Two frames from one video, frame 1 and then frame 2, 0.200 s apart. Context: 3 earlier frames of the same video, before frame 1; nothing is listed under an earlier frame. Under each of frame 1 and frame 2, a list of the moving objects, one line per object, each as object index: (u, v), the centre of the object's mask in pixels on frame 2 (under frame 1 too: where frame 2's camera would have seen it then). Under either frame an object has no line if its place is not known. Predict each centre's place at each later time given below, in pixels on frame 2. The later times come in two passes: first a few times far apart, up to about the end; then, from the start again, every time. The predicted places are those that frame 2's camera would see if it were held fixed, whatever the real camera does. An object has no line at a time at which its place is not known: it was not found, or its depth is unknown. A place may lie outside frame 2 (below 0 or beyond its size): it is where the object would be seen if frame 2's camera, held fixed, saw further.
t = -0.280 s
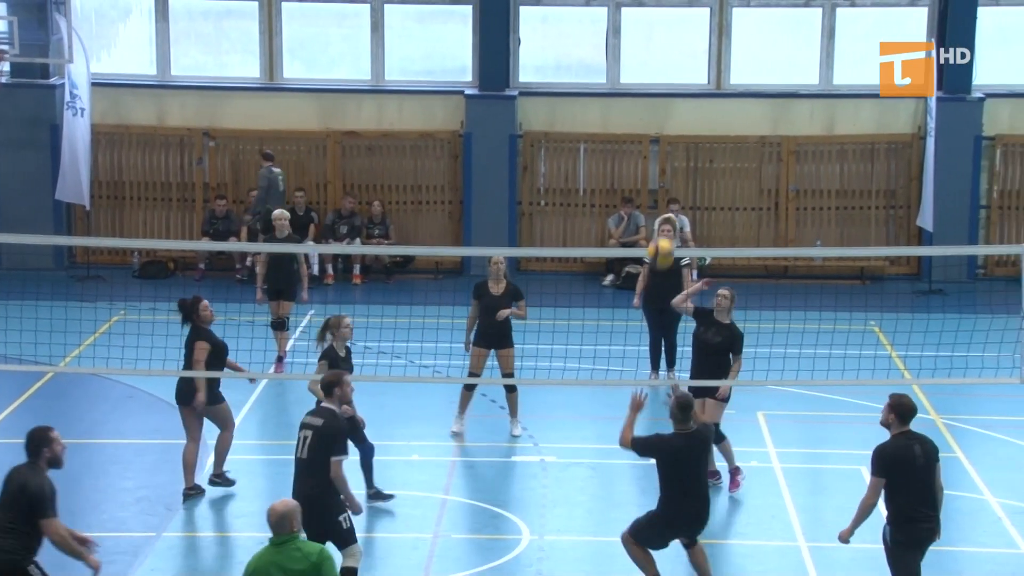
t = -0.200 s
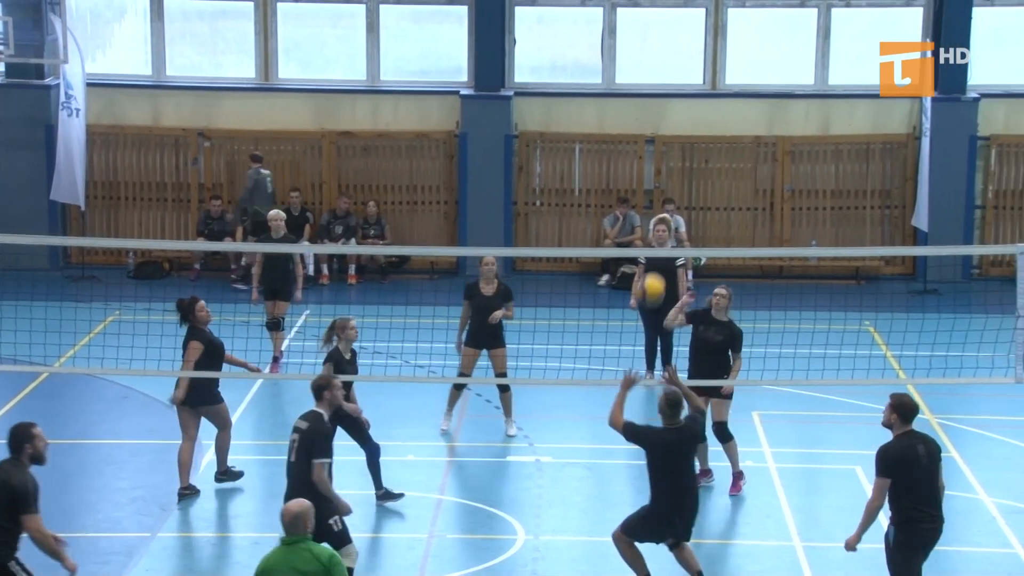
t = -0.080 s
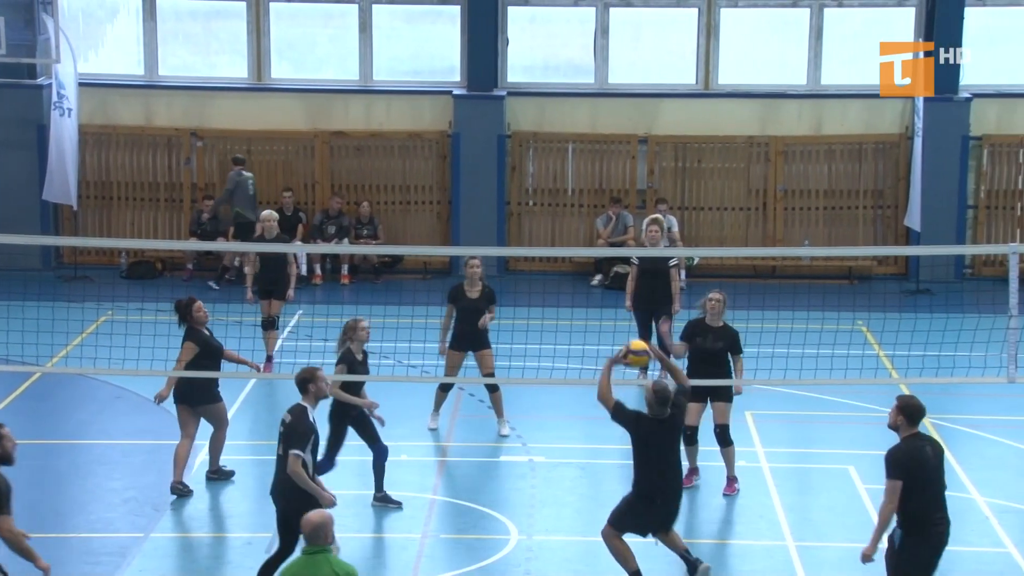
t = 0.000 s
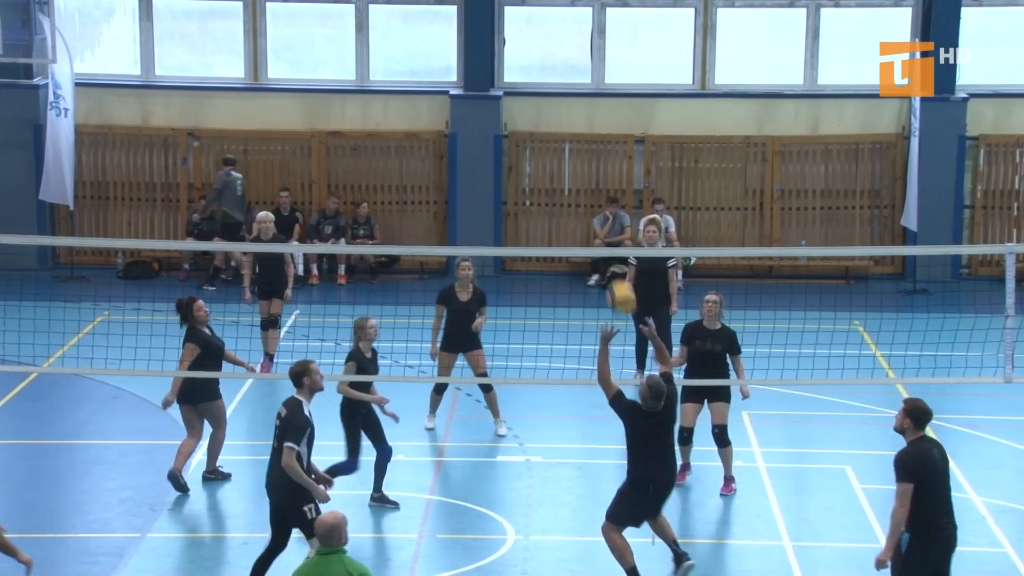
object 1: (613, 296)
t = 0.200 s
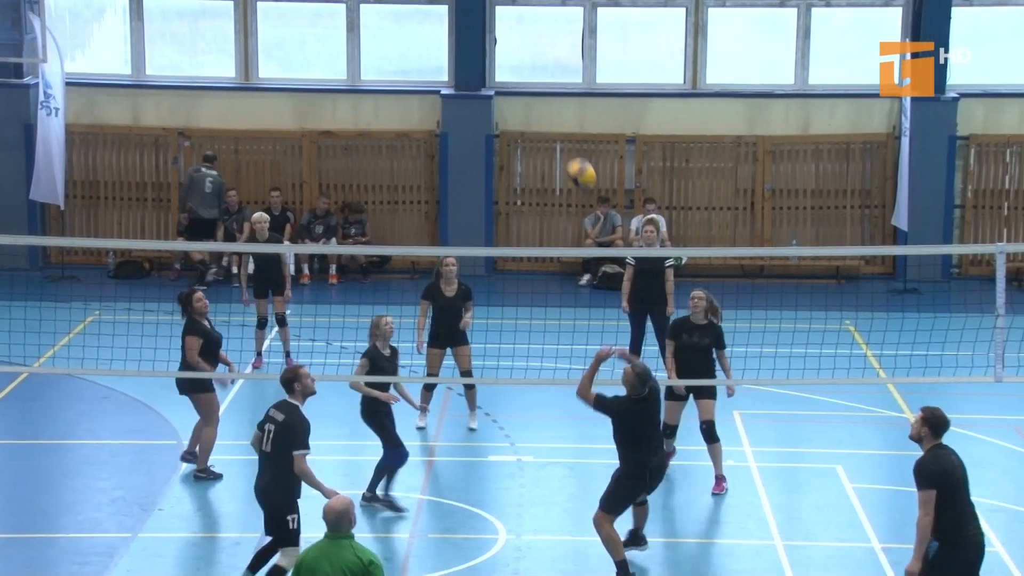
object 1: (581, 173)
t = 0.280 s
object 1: (568, 139)
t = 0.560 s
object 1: (520, 90)
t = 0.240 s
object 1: (575, 155)
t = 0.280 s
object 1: (568, 139)
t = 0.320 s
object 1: (561, 125)
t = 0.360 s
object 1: (554, 115)
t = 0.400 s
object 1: (547, 106)
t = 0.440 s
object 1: (540, 98)
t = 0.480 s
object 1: (534, 94)
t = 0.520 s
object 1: (527, 91)
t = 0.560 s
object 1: (520, 90)
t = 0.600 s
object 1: (513, 92)
